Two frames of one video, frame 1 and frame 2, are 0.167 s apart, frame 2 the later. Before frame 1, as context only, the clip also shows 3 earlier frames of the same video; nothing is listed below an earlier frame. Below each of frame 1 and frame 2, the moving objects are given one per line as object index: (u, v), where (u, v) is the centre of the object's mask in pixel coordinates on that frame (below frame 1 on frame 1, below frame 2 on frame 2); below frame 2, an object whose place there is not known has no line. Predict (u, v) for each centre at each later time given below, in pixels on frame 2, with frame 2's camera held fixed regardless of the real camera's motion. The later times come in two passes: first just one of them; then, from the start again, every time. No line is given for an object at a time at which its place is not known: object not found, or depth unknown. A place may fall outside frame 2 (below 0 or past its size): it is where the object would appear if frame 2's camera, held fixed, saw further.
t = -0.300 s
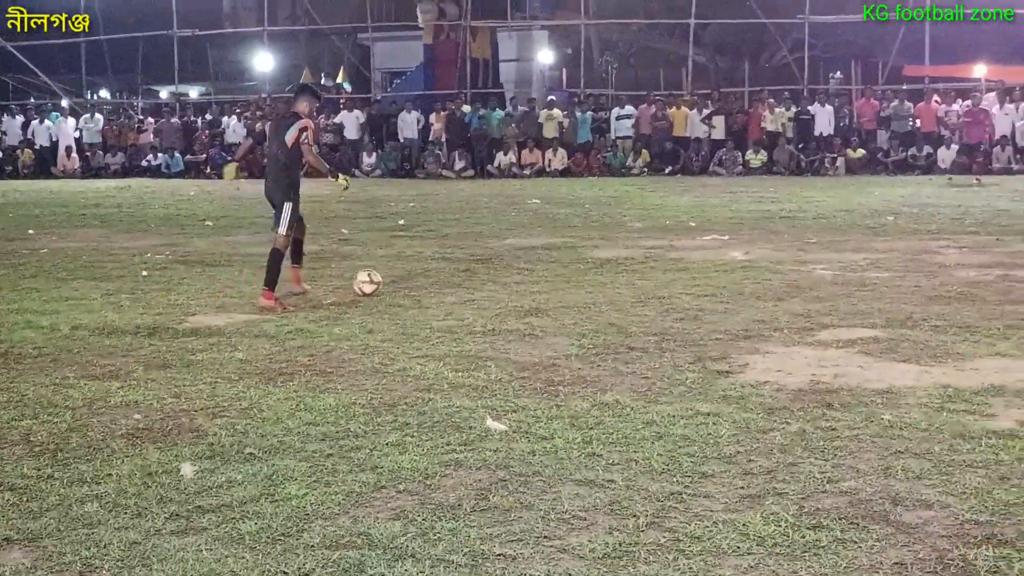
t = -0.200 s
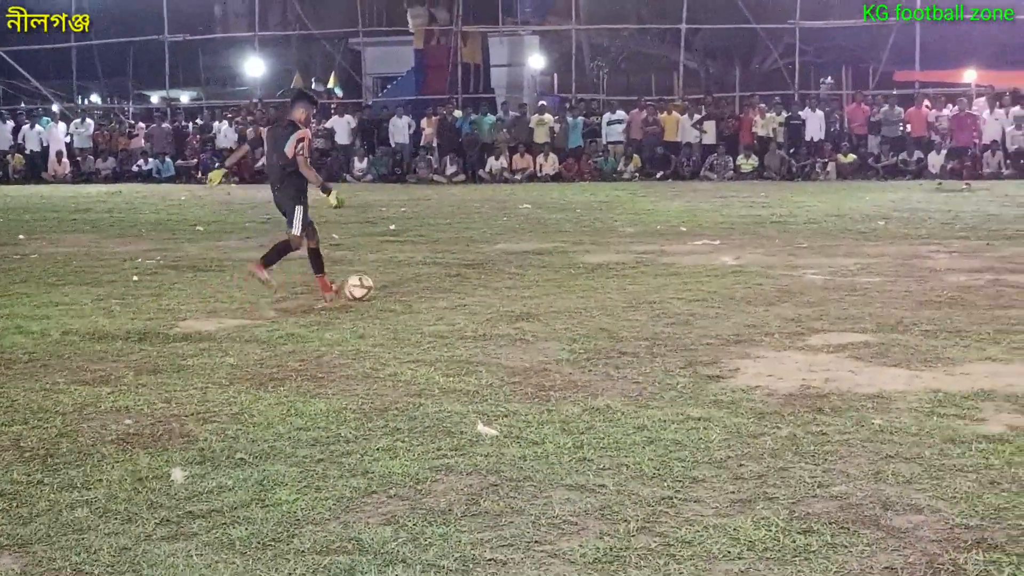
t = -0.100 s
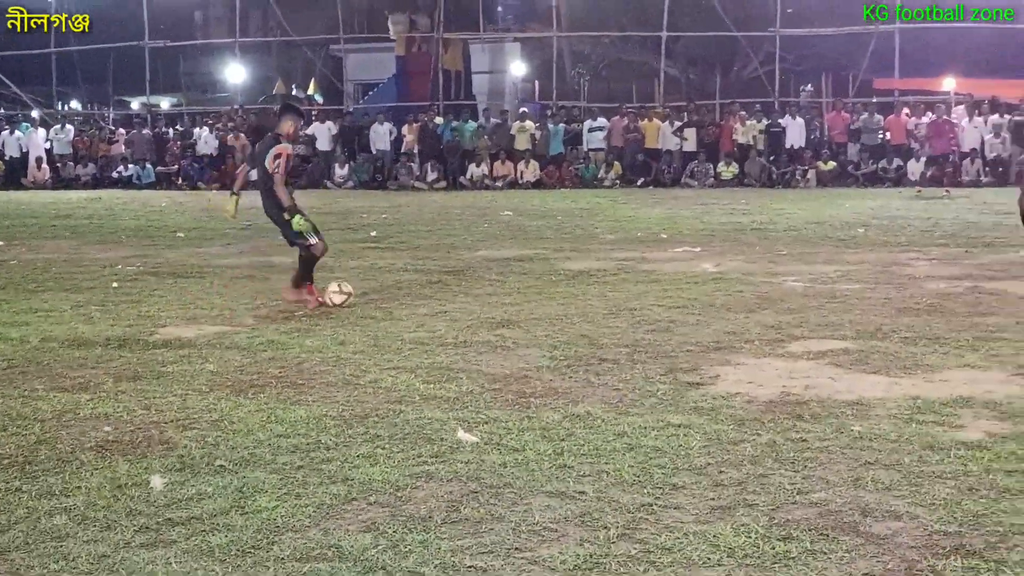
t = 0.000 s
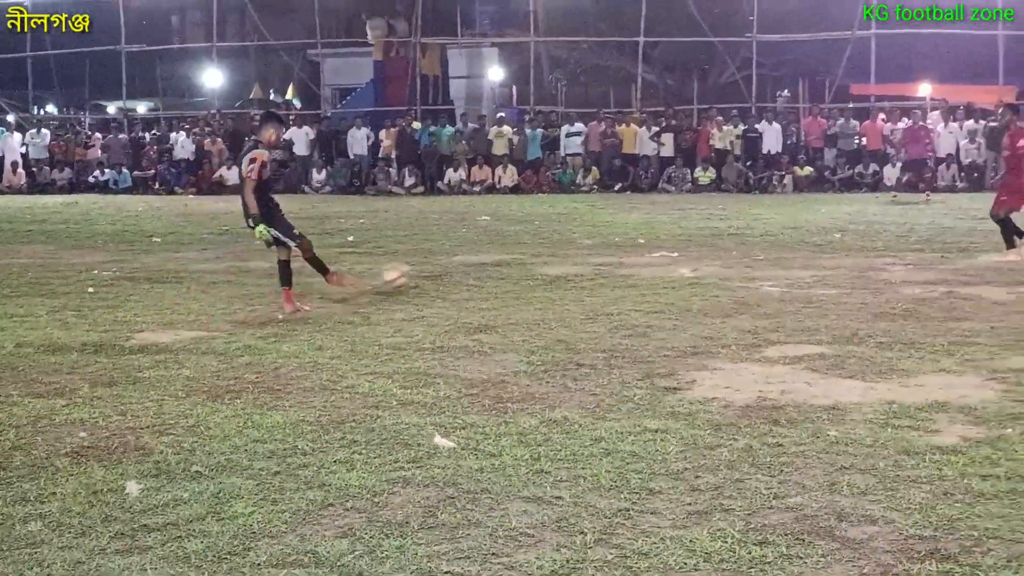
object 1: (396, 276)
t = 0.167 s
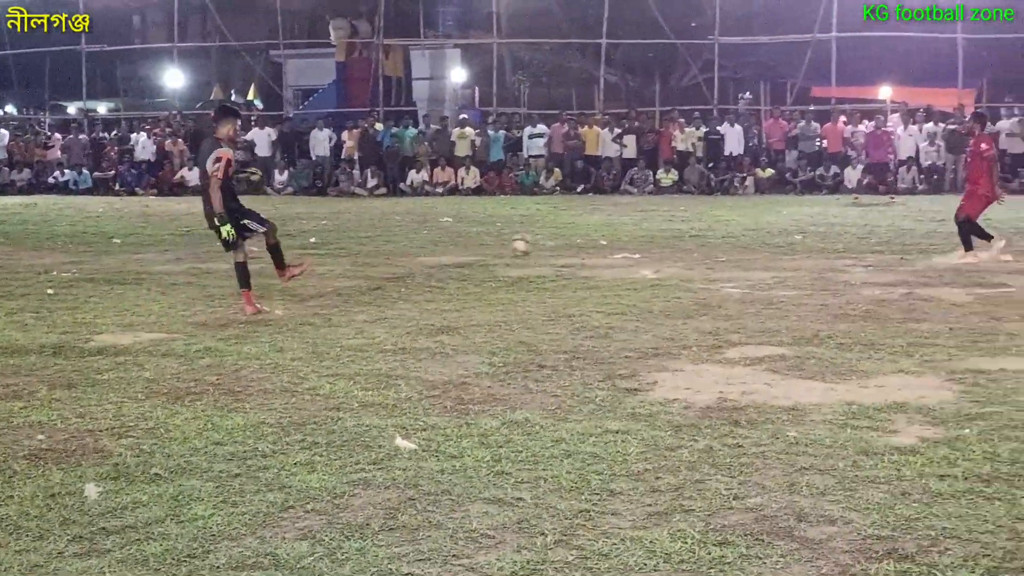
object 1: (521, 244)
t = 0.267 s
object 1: (589, 246)
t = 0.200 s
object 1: (547, 244)
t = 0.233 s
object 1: (568, 245)
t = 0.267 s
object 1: (589, 246)
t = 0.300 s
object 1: (610, 249)
